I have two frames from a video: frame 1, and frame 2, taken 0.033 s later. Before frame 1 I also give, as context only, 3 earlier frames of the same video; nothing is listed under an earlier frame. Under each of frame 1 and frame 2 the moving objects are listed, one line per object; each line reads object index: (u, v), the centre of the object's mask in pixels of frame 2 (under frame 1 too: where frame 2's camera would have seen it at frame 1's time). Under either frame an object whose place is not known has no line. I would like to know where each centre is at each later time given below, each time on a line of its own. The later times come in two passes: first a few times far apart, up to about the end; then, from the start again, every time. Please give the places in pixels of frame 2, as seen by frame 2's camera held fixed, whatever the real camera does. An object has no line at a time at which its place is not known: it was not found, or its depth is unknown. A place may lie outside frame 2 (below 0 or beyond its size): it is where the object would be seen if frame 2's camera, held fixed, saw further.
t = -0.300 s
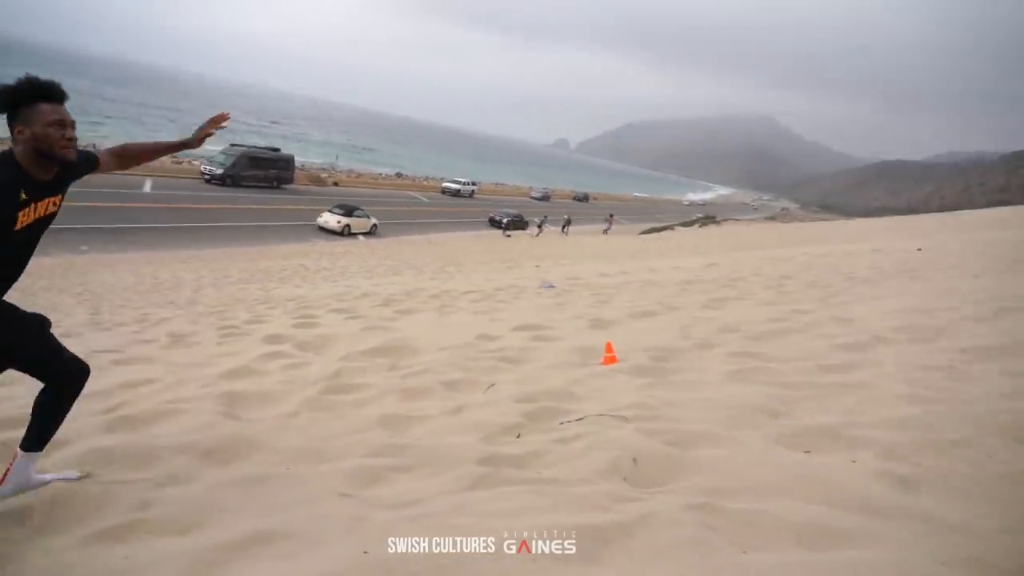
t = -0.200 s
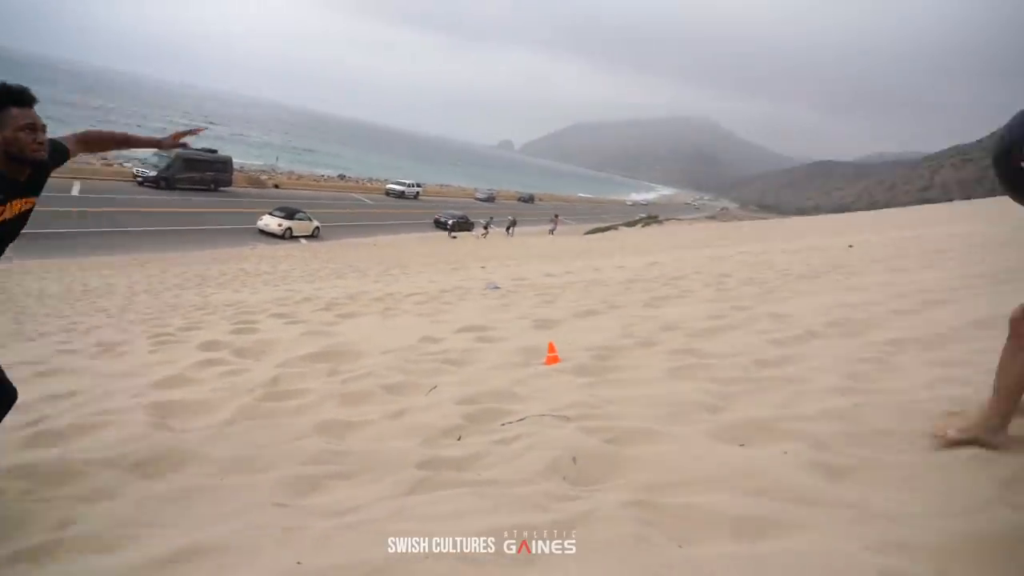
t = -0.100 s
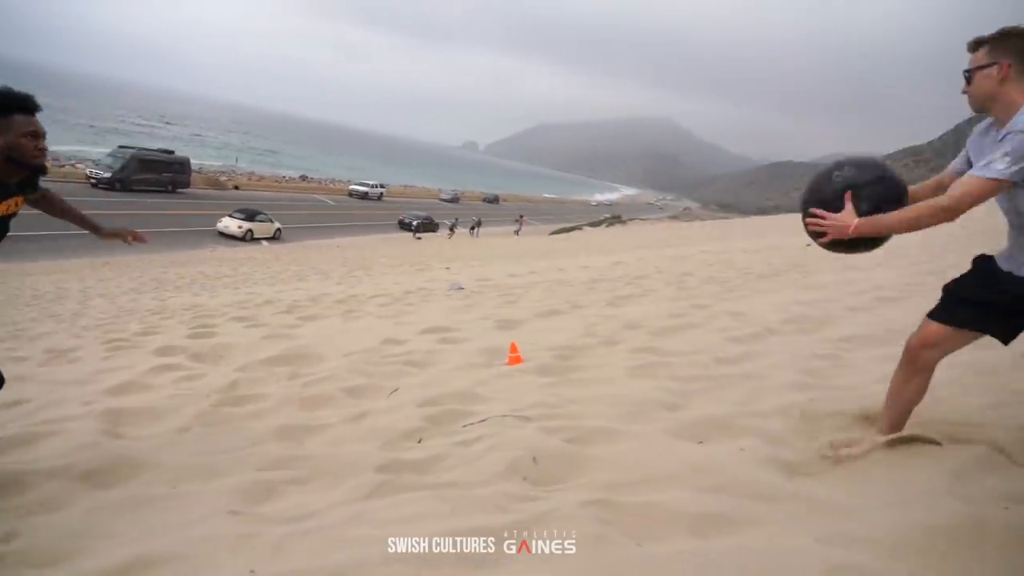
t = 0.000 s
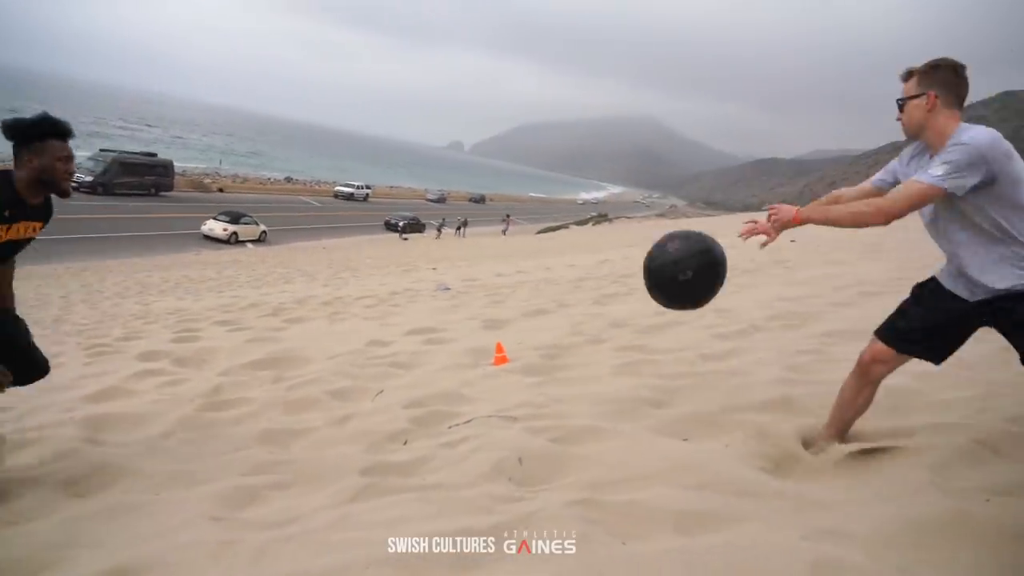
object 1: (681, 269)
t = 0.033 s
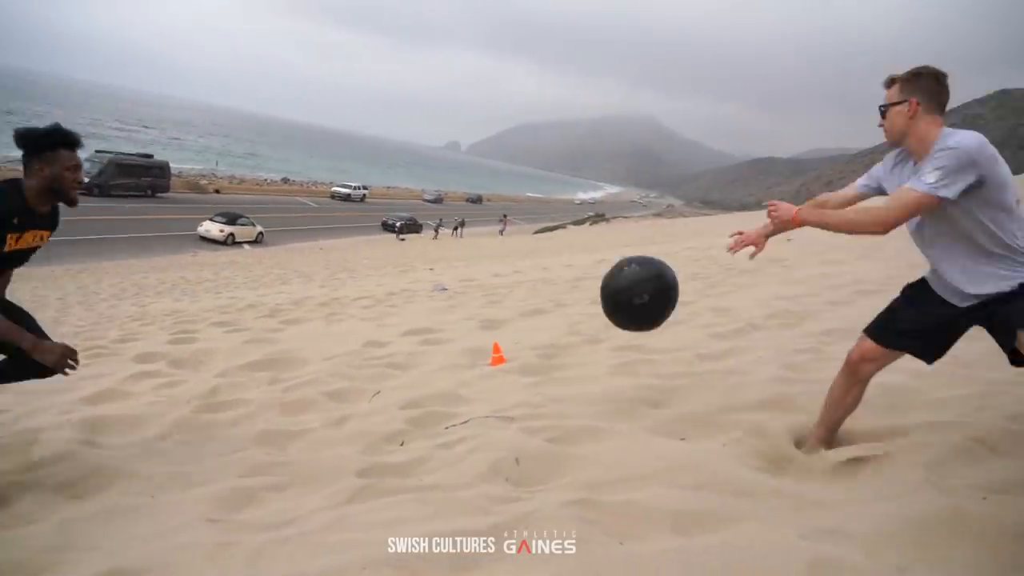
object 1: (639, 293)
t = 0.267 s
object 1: (458, 338)
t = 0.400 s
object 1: (399, 320)
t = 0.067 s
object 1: (601, 317)
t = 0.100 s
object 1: (566, 340)
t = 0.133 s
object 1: (534, 363)
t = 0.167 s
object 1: (512, 372)
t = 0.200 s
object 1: (493, 361)
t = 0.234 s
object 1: (475, 348)
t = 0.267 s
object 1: (458, 338)
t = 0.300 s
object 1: (442, 331)
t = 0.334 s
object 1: (427, 326)
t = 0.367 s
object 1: (413, 323)
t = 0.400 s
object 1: (399, 320)
